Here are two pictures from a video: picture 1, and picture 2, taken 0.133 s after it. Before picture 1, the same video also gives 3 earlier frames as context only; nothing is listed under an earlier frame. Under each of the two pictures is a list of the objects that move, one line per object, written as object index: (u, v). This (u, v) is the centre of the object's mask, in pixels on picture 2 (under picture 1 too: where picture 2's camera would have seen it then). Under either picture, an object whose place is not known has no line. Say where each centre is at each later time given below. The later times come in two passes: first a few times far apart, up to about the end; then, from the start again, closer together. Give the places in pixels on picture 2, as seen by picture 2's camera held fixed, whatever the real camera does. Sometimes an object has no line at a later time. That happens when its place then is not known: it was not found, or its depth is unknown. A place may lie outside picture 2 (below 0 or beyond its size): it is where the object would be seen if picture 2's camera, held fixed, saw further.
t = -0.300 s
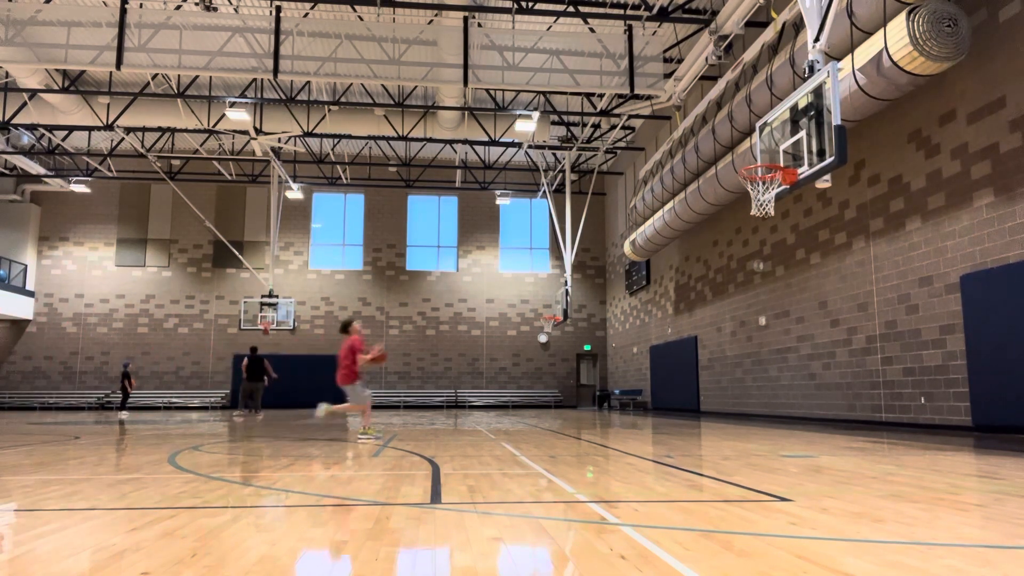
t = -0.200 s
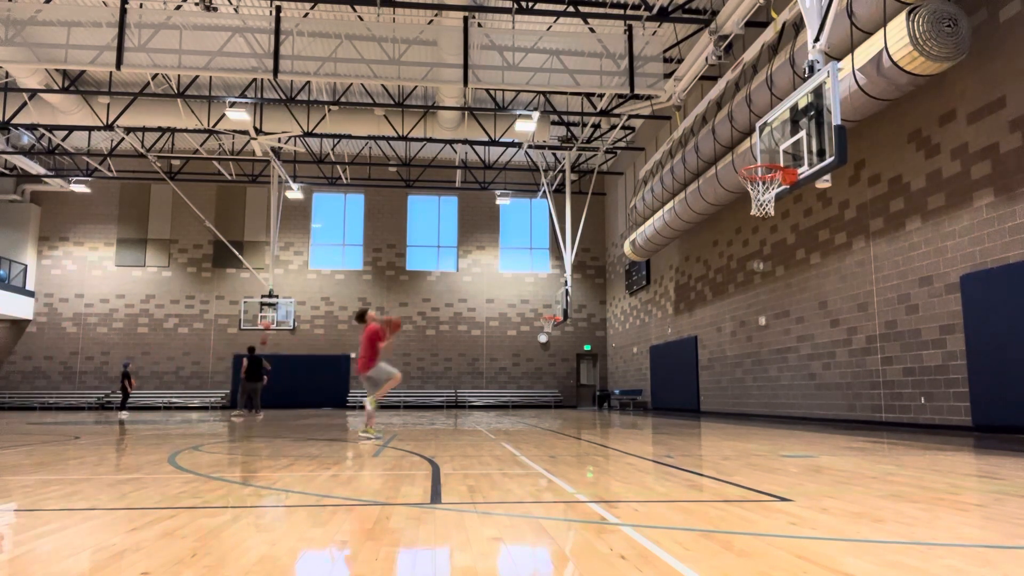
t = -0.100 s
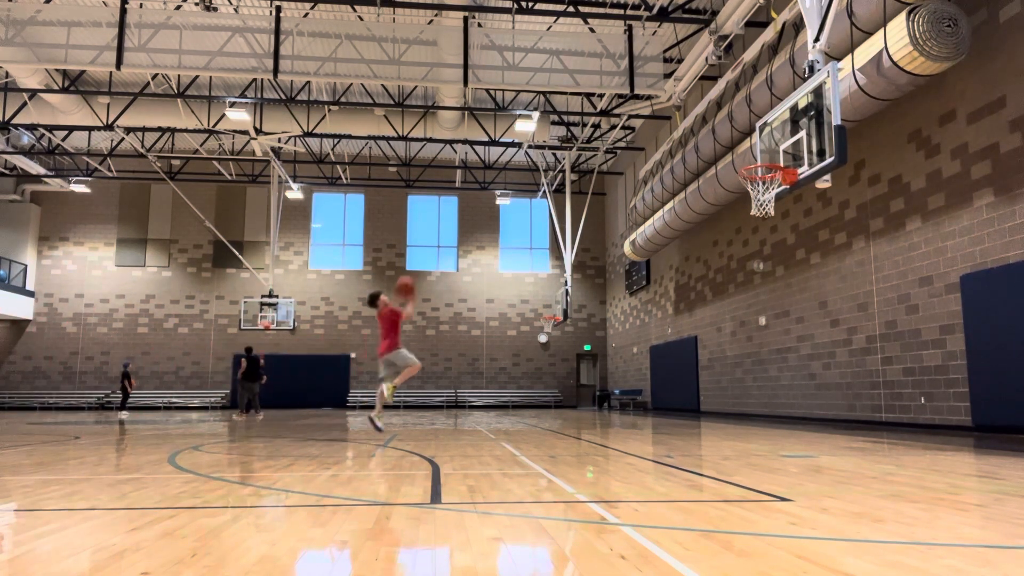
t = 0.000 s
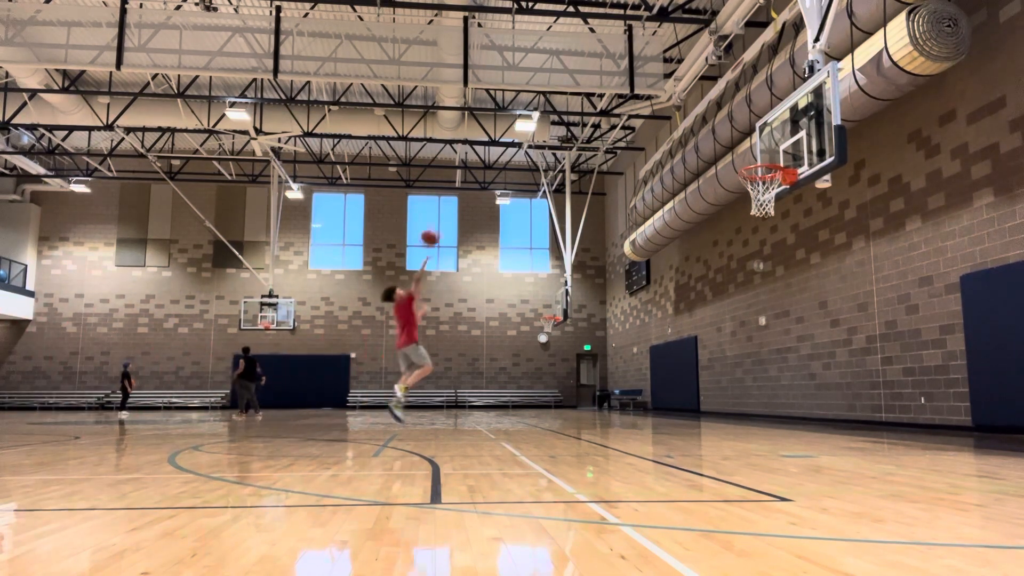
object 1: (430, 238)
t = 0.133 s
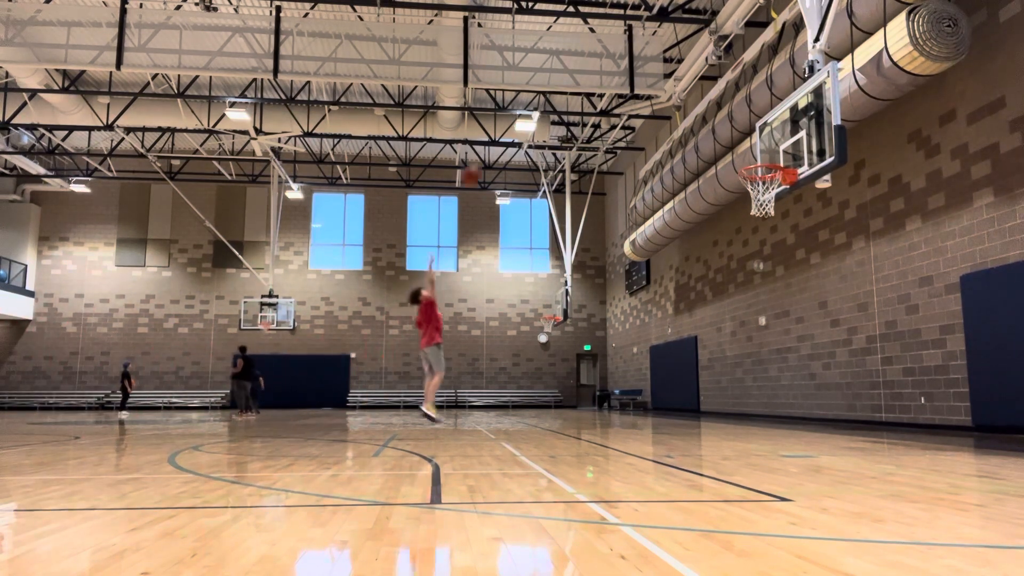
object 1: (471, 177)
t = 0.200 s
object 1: (491, 151)
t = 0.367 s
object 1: (540, 103)
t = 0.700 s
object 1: (636, 75)
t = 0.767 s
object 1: (655, 80)
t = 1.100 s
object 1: (754, 152)
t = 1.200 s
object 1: (773, 152)
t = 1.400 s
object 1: (758, 118)
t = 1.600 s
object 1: (740, 120)
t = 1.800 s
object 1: (722, 151)
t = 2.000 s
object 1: (706, 216)
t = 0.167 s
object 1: (479, 162)
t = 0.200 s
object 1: (491, 151)
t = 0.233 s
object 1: (500, 140)
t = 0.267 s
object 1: (510, 129)
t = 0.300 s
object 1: (520, 119)
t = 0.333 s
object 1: (531, 110)
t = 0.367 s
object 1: (540, 103)
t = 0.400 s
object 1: (550, 97)
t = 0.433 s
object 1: (559, 91)
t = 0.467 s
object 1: (569, 86)
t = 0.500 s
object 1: (579, 81)
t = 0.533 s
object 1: (588, 78)
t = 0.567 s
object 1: (597, 76)
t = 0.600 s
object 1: (607, 74)
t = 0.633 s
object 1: (616, 74)
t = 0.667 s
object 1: (626, 74)
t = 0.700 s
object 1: (636, 75)
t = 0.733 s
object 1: (647, 77)
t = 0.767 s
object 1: (655, 80)
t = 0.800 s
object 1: (665, 83)
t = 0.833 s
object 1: (674, 87)
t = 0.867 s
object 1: (683, 93)
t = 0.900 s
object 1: (693, 98)
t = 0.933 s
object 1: (703, 104)
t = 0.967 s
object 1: (713, 112)
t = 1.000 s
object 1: (723, 122)
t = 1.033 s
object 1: (733, 130)
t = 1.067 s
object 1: (744, 141)
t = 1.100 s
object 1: (754, 152)
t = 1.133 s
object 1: (764, 160)
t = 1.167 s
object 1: (770, 158)
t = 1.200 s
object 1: (773, 152)
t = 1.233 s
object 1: (775, 142)
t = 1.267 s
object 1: (772, 136)
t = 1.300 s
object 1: (769, 130)
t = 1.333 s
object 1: (766, 125)
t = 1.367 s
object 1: (762, 121)
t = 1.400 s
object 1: (758, 118)
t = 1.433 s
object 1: (756, 116)
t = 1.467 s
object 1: (752, 115)
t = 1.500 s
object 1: (749, 114)
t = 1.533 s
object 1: (747, 115)
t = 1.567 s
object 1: (744, 116)
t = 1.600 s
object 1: (740, 120)
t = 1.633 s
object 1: (737, 122)
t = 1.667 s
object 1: (734, 126)
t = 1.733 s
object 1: (727, 135)
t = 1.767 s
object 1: (724, 143)
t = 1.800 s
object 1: (722, 151)
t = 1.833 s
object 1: (719, 159)
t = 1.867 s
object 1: (717, 168)
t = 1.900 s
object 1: (714, 179)
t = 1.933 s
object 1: (710, 190)
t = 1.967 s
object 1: (708, 202)
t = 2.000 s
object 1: (706, 216)
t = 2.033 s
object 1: (702, 228)
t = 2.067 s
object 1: (699, 244)
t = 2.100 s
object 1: (697, 260)
